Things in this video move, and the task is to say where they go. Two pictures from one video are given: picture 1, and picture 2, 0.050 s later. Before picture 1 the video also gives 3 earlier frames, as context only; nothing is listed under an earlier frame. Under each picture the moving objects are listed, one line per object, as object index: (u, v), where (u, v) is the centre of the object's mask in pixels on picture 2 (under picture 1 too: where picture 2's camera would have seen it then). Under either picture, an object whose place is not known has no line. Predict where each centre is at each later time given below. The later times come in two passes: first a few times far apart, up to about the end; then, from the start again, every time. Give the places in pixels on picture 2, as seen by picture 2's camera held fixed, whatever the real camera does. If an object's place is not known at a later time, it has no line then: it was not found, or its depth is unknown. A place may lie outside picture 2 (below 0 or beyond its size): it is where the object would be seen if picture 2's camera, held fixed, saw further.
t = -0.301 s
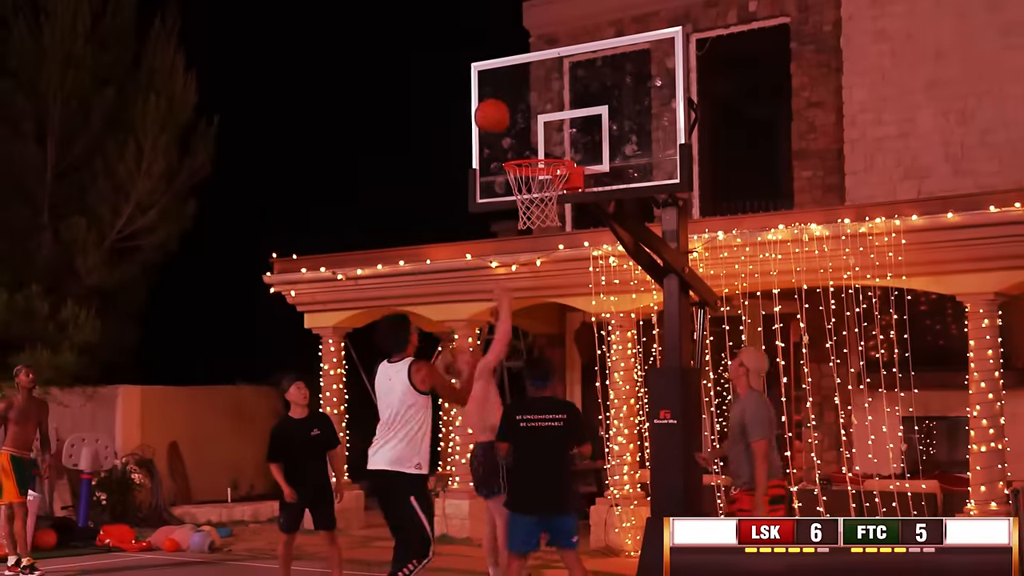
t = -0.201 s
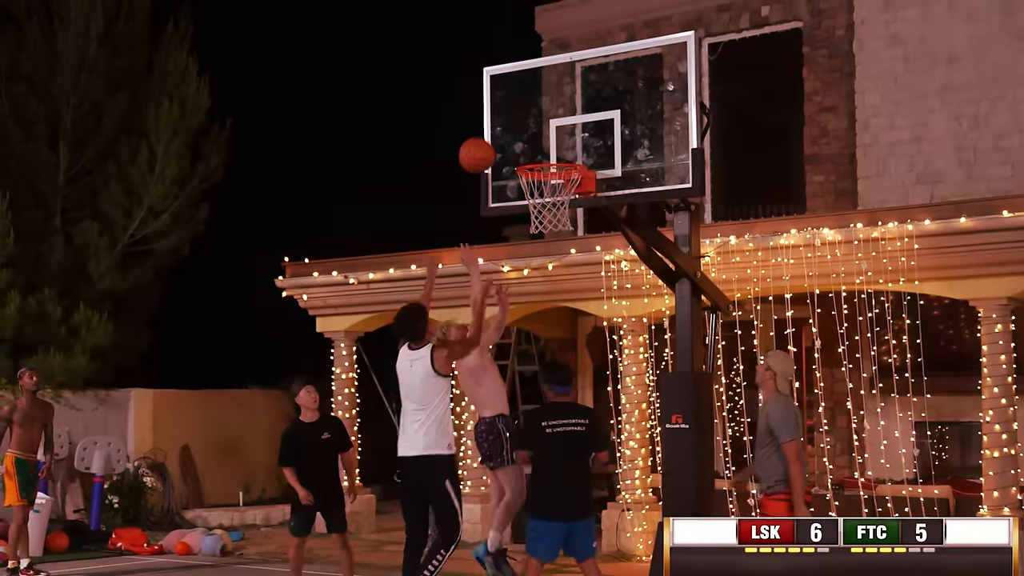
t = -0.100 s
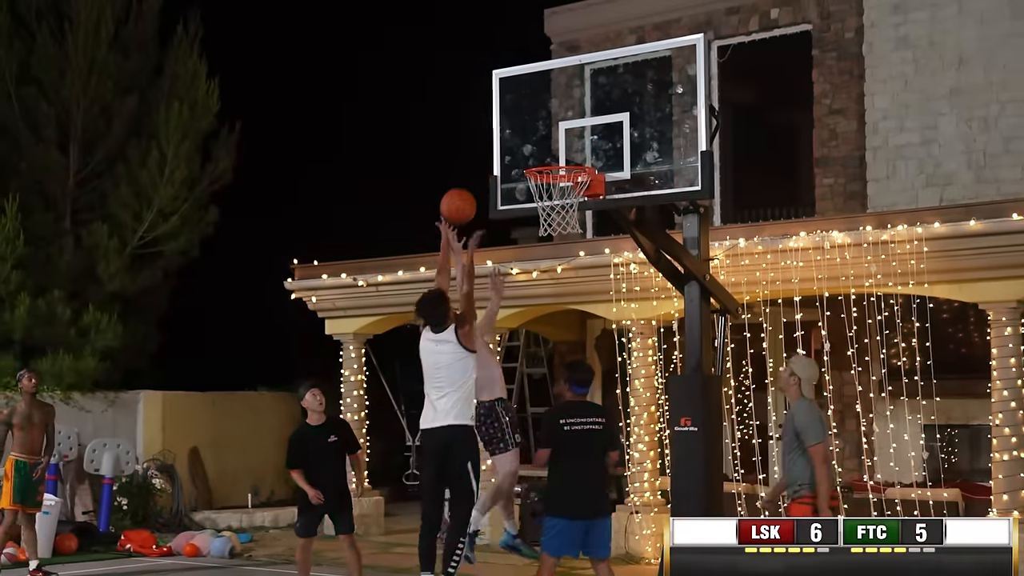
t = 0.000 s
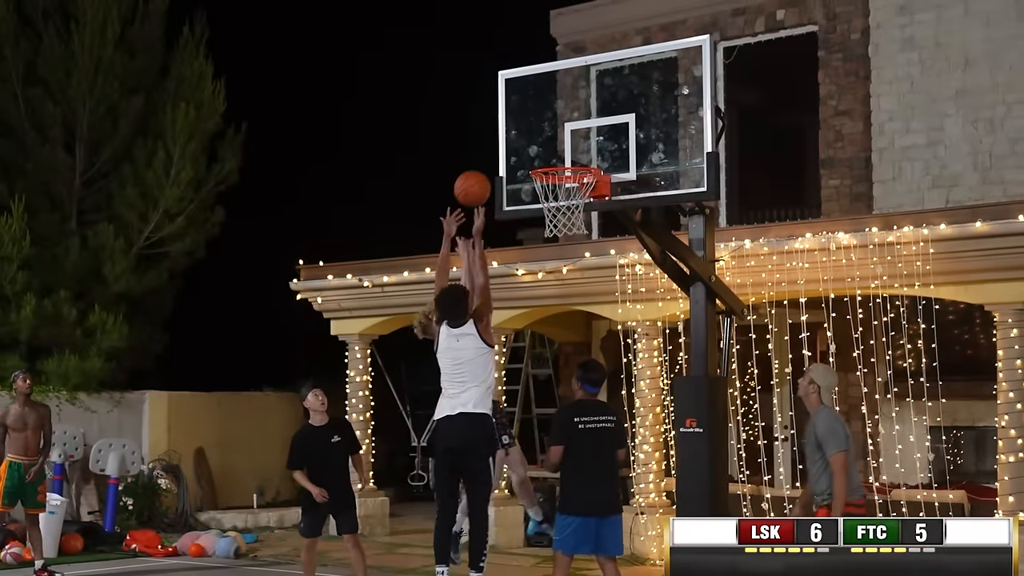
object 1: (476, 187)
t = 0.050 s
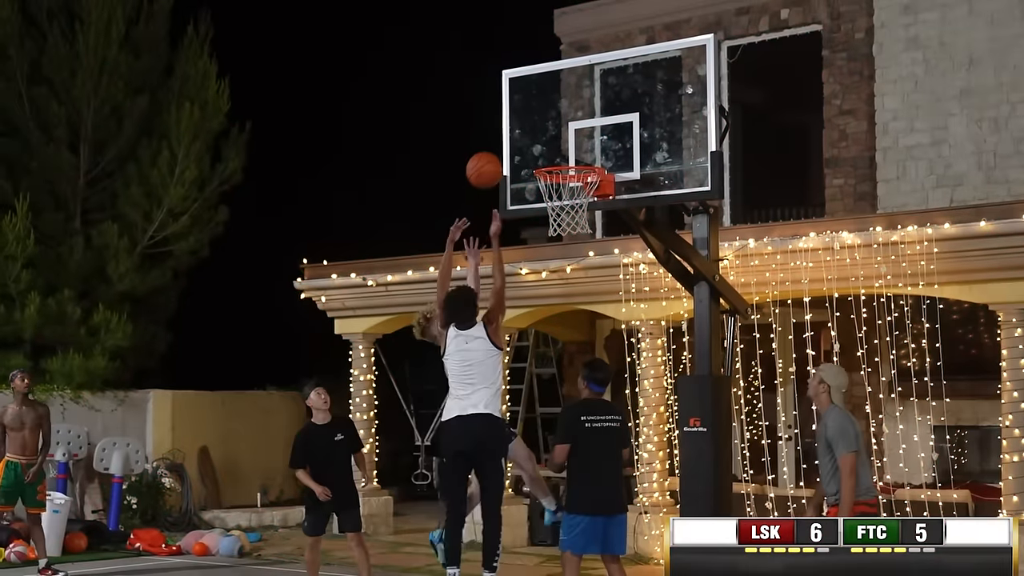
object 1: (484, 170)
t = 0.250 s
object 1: (518, 133)
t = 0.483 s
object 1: (562, 166)
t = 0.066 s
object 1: (486, 165)
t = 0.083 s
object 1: (489, 160)
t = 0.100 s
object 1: (491, 156)
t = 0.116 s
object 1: (494, 152)
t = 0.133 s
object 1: (497, 148)
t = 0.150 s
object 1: (500, 145)
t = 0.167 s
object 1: (503, 142)
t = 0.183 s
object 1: (506, 139)
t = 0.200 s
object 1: (509, 137)
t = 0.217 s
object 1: (512, 136)
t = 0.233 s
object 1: (515, 134)
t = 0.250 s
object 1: (518, 133)
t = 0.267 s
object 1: (521, 132)
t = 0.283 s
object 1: (525, 132)
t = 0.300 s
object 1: (528, 133)
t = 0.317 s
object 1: (530, 134)
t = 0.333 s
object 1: (533, 135)
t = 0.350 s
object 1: (537, 136)
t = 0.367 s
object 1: (540, 138)
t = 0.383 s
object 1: (542, 141)
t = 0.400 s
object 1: (546, 144)
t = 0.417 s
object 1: (548, 148)
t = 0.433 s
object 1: (551, 151)
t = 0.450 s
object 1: (555, 156)
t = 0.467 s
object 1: (558, 160)
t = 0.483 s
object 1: (562, 166)
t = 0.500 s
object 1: (566, 172)
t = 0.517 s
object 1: (568, 179)
